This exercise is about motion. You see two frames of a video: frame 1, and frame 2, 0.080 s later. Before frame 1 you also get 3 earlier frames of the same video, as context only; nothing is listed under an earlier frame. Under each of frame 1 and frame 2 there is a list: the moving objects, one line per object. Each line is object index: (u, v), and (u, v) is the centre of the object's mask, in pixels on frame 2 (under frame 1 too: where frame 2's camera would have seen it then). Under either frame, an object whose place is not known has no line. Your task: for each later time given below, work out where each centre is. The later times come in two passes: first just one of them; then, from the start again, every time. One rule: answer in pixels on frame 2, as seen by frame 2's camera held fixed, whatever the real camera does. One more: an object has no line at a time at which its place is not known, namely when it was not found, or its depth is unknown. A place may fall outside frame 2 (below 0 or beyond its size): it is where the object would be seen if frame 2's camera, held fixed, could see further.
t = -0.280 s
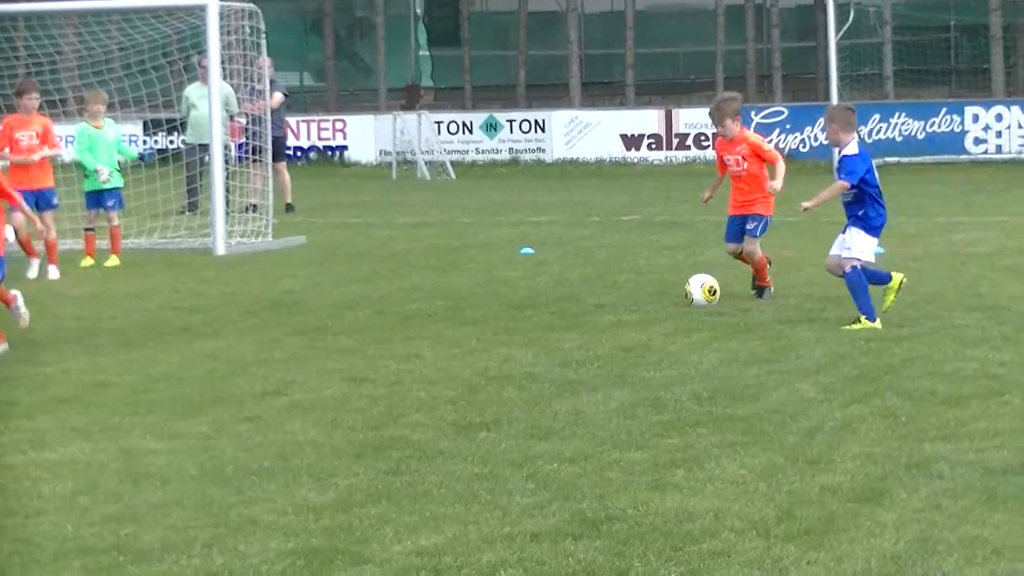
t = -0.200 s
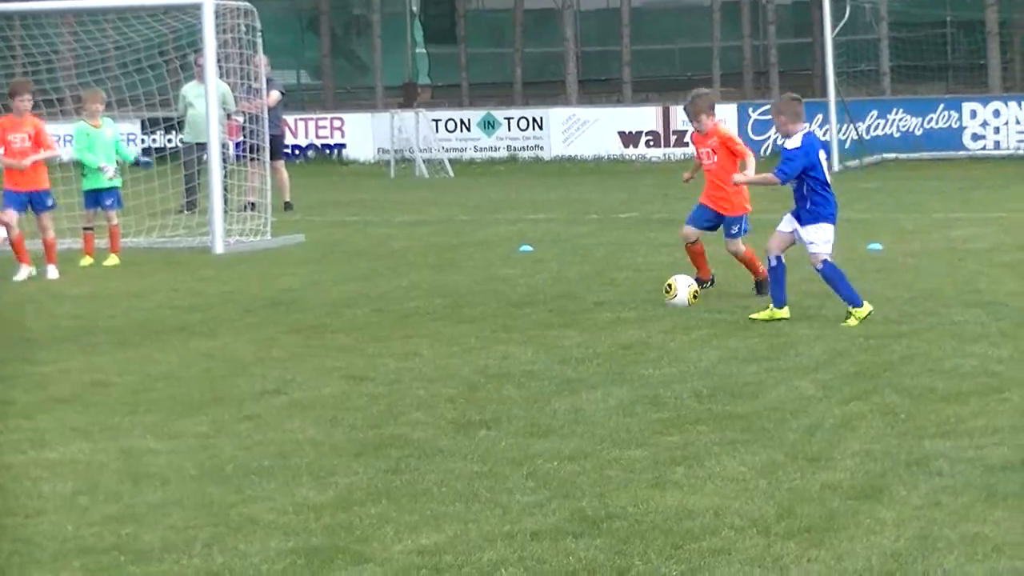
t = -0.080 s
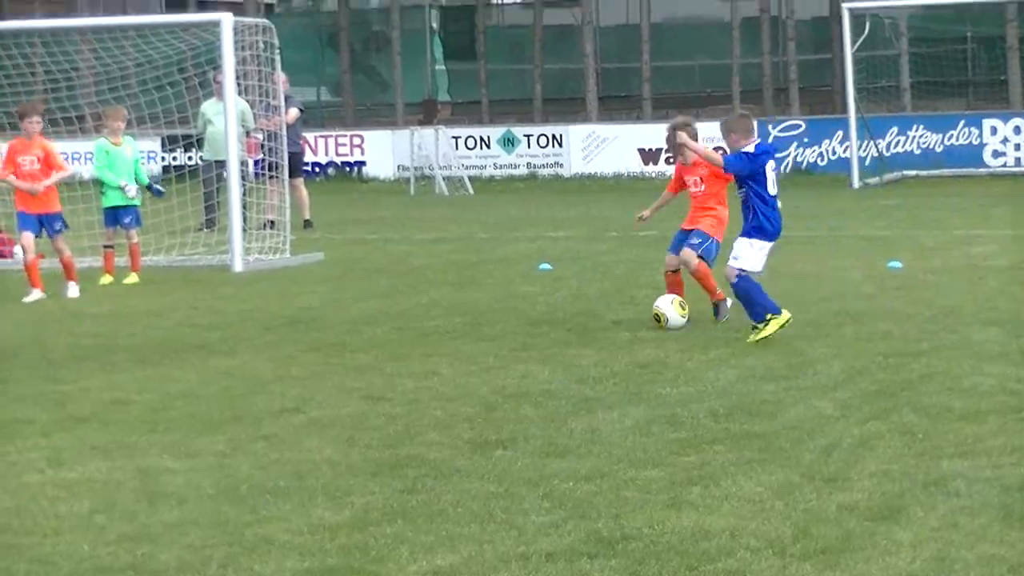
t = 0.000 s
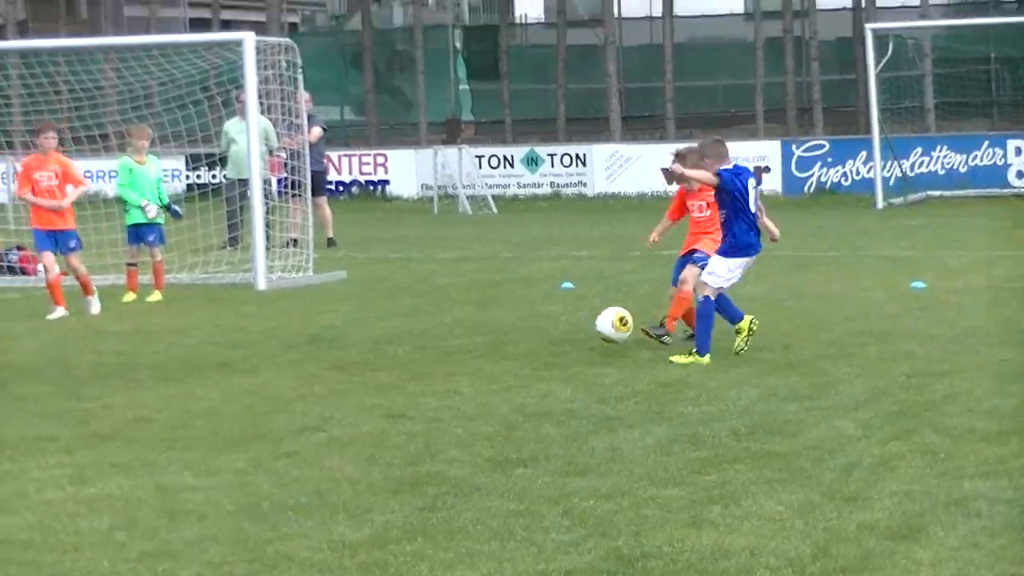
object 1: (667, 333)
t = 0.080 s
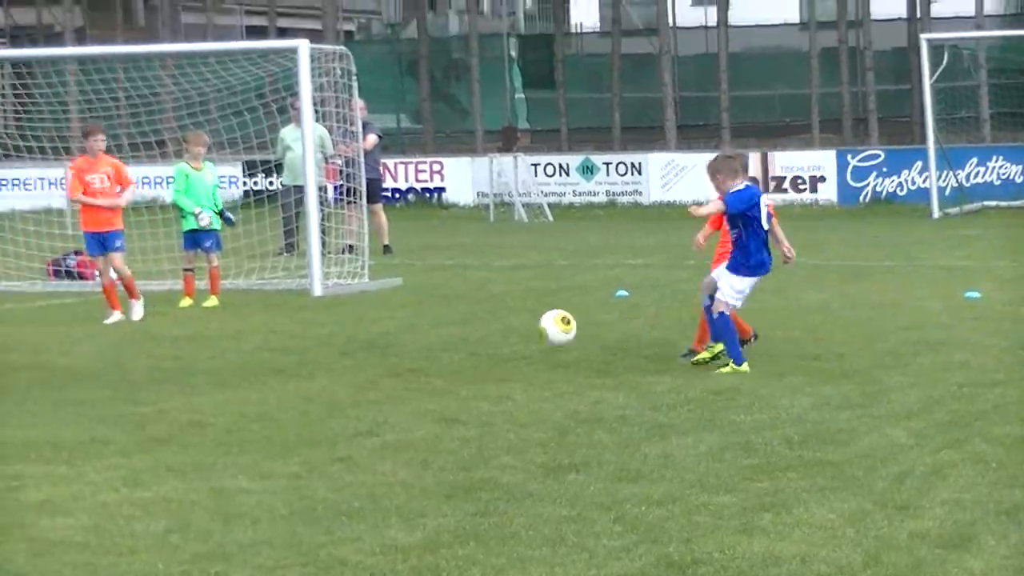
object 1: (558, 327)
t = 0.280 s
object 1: (270, 360)
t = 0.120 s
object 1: (502, 329)
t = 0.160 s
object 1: (444, 332)
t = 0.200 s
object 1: (390, 337)
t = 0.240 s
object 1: (331, 347)
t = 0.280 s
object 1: (270, 360)
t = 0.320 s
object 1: (207, 377)
